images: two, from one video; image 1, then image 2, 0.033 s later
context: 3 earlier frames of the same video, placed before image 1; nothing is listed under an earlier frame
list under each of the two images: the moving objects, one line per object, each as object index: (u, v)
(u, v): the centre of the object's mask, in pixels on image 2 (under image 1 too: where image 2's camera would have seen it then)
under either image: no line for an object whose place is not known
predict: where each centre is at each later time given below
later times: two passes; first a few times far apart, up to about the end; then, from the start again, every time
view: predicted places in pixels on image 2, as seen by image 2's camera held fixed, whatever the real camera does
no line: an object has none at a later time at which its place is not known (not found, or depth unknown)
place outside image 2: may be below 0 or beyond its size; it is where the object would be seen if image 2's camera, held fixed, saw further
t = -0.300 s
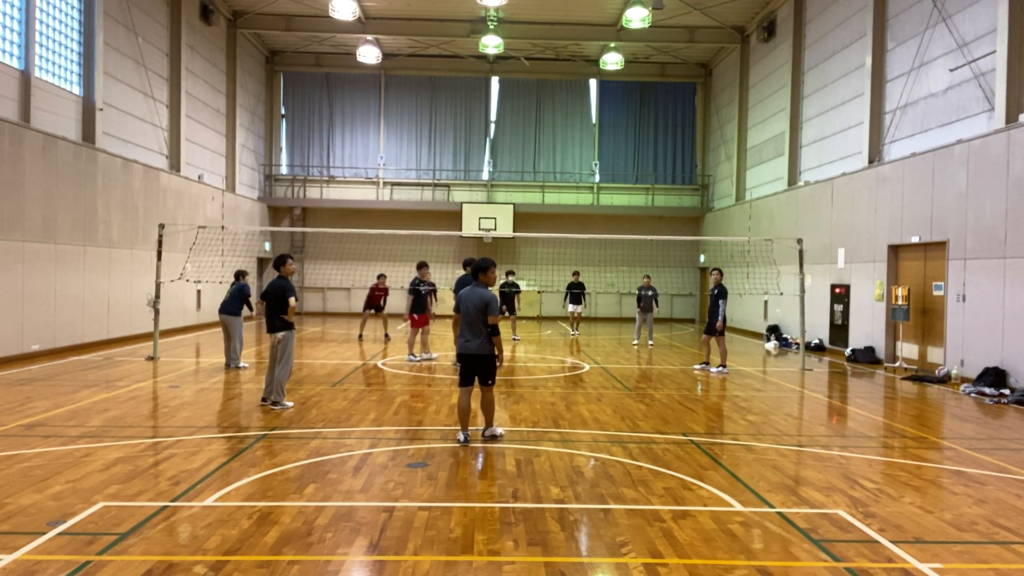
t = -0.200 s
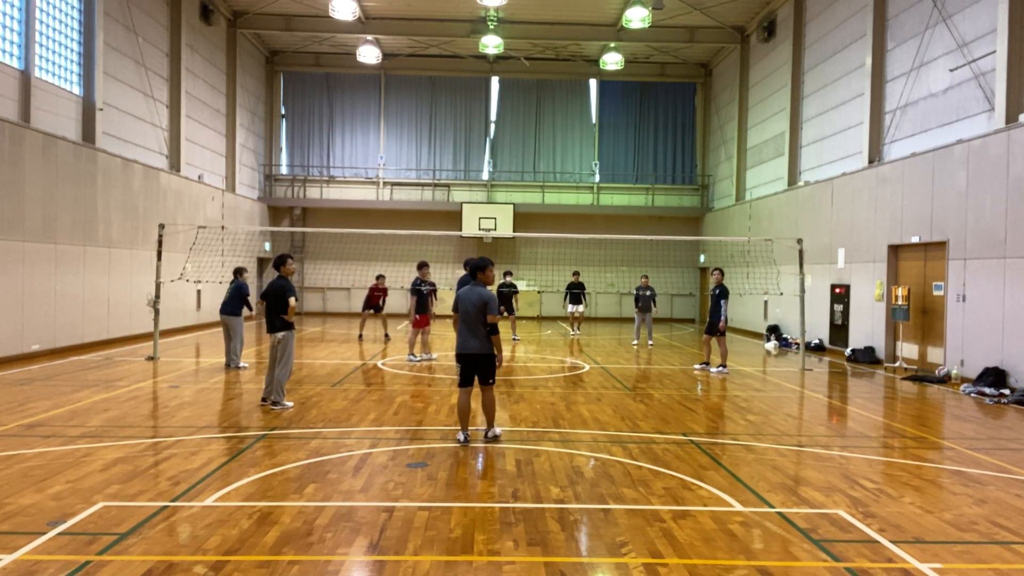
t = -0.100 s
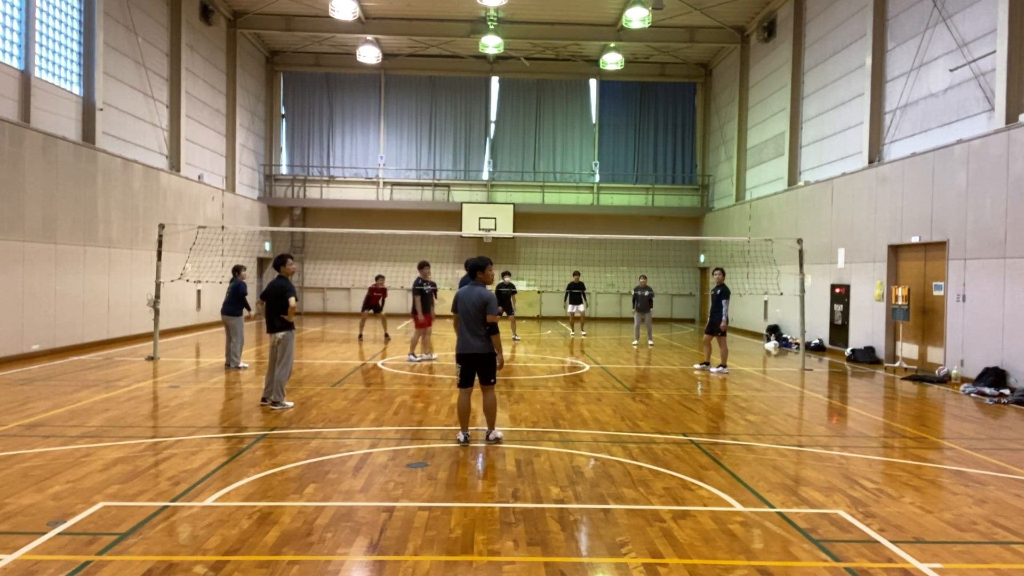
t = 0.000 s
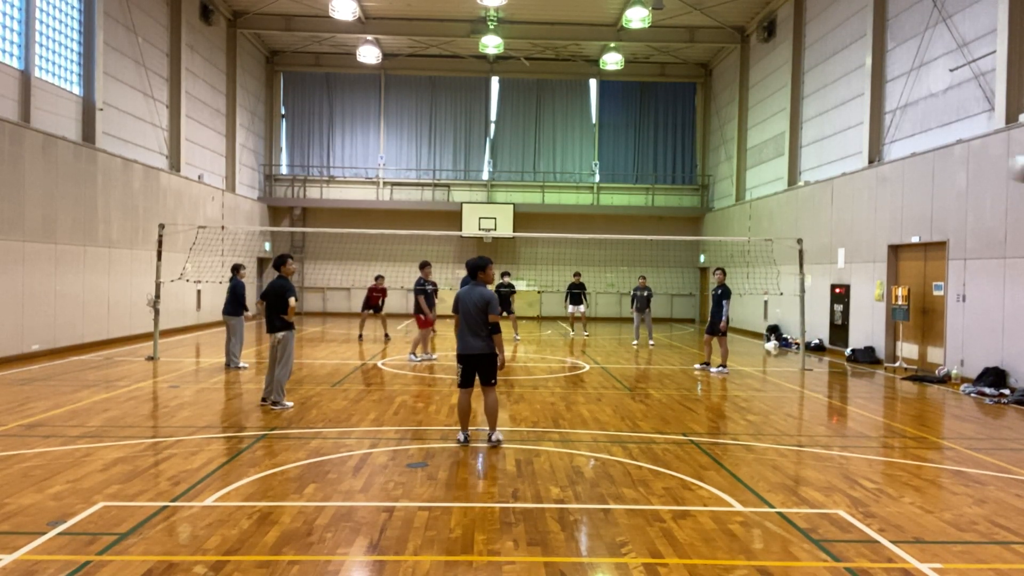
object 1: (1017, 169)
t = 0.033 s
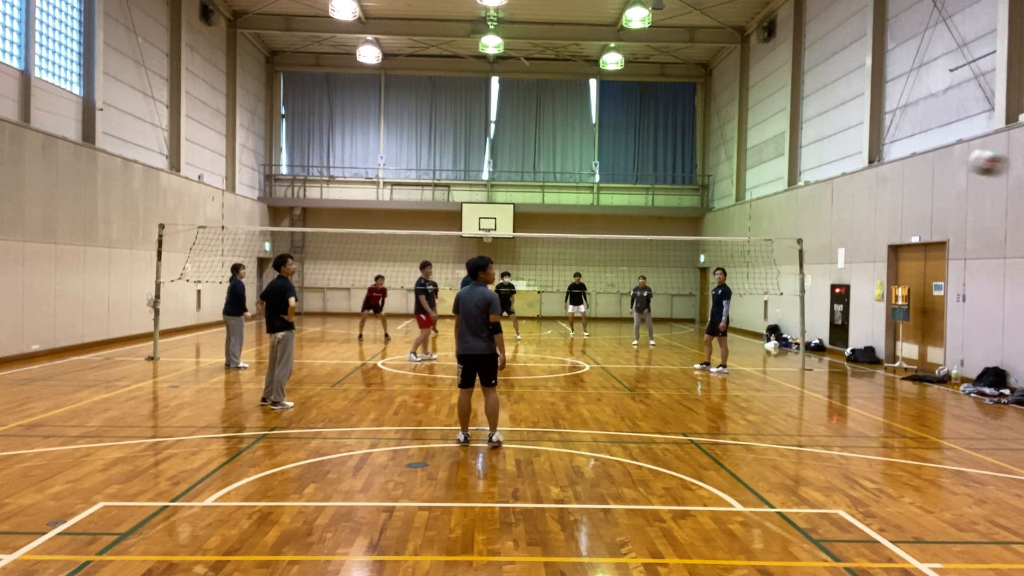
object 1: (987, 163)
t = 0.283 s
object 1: (792, 154)
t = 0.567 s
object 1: (694, 185)
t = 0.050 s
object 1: (967, 160)
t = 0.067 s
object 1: (949, 158)
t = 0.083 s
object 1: (933, 157)
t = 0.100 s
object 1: (917, 156)
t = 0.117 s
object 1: (899, 155)
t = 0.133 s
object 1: (884, 152)
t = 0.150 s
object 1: (874, 153)
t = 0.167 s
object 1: (864, 153)
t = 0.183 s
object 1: (851, 152)
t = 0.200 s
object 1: (840, 153)
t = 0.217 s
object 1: (830, 153)
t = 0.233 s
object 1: (820, 153)
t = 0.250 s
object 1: (811, 154)
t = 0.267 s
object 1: (801, 154)
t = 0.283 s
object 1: (792, 154)
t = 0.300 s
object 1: (783, 156)
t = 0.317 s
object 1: (776, 158)
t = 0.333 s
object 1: (770, 159)
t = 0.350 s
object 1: (762, 160)
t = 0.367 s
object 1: (756, 162)
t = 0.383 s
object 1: (750, 163)
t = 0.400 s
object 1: (744, 165)
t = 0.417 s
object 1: (736, 165)
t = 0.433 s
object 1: (731, 168)
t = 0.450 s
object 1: (727, 170)
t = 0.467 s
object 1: (722, 171)
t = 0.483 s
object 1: (717, 173)
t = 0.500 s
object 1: (711, 175)
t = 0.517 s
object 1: (707, 178)
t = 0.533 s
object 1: (703, 180)
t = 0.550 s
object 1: (699, 182)
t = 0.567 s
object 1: (694, 185)
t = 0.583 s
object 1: (691, 187)
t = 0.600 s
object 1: (686, 189)
